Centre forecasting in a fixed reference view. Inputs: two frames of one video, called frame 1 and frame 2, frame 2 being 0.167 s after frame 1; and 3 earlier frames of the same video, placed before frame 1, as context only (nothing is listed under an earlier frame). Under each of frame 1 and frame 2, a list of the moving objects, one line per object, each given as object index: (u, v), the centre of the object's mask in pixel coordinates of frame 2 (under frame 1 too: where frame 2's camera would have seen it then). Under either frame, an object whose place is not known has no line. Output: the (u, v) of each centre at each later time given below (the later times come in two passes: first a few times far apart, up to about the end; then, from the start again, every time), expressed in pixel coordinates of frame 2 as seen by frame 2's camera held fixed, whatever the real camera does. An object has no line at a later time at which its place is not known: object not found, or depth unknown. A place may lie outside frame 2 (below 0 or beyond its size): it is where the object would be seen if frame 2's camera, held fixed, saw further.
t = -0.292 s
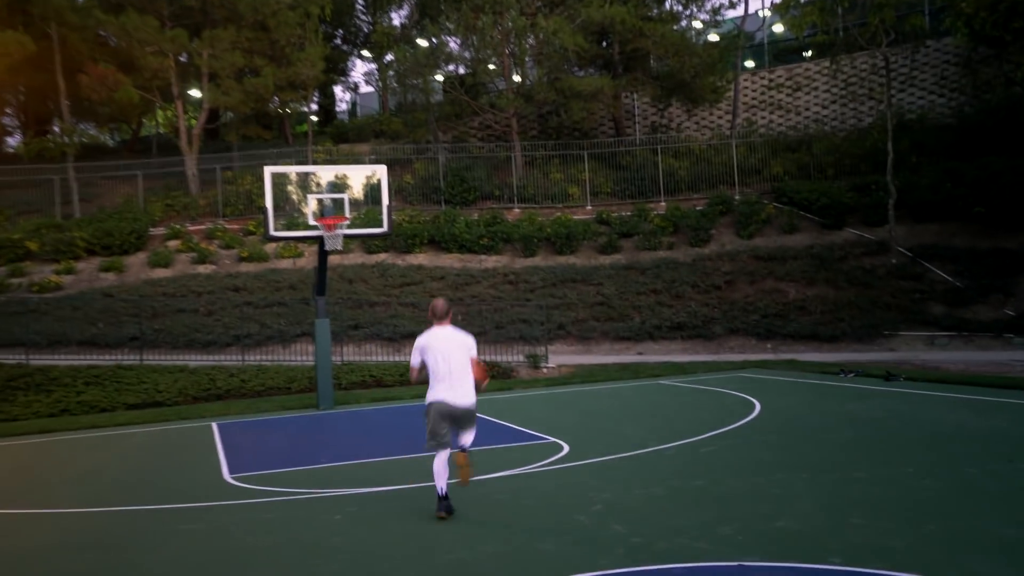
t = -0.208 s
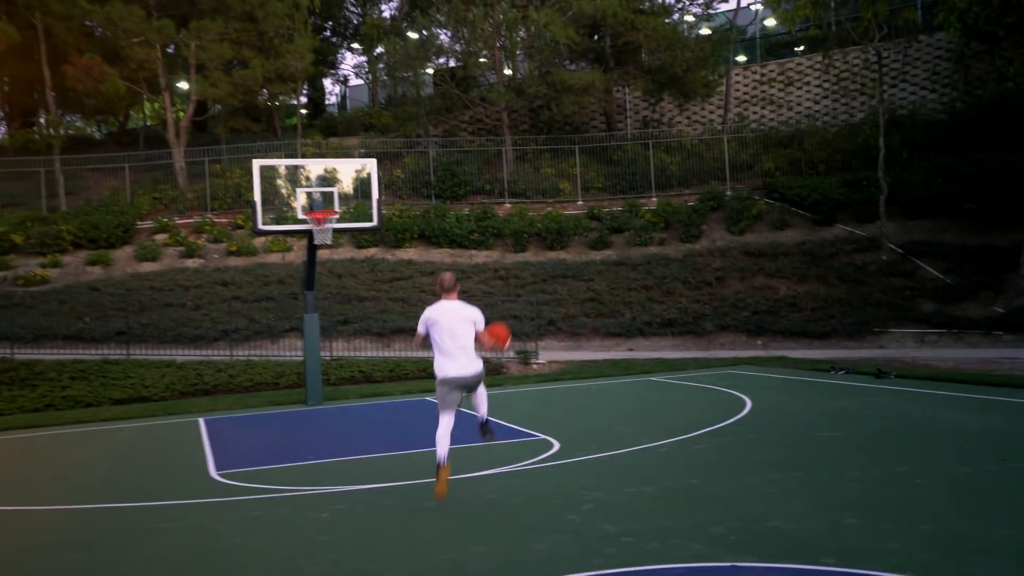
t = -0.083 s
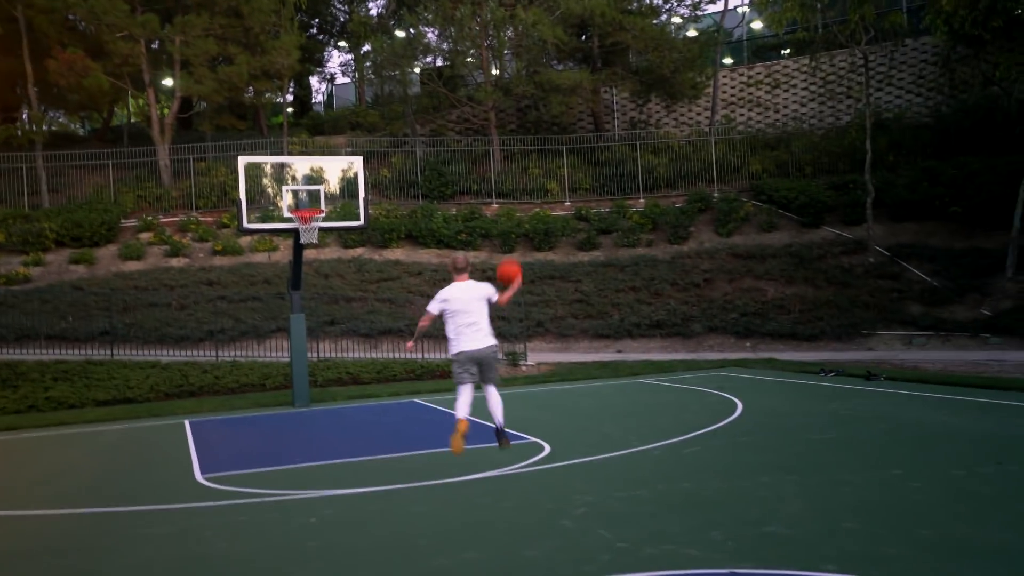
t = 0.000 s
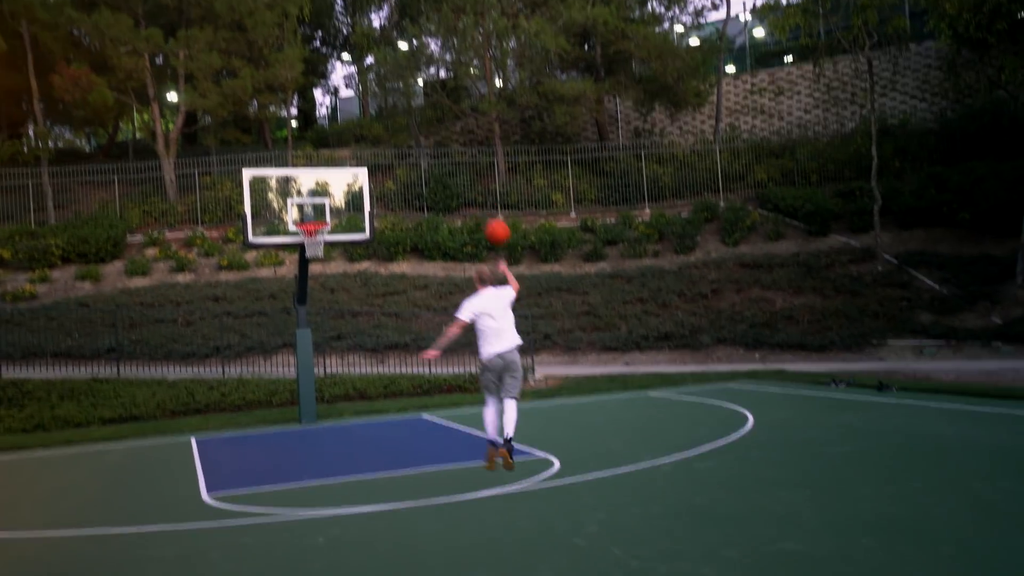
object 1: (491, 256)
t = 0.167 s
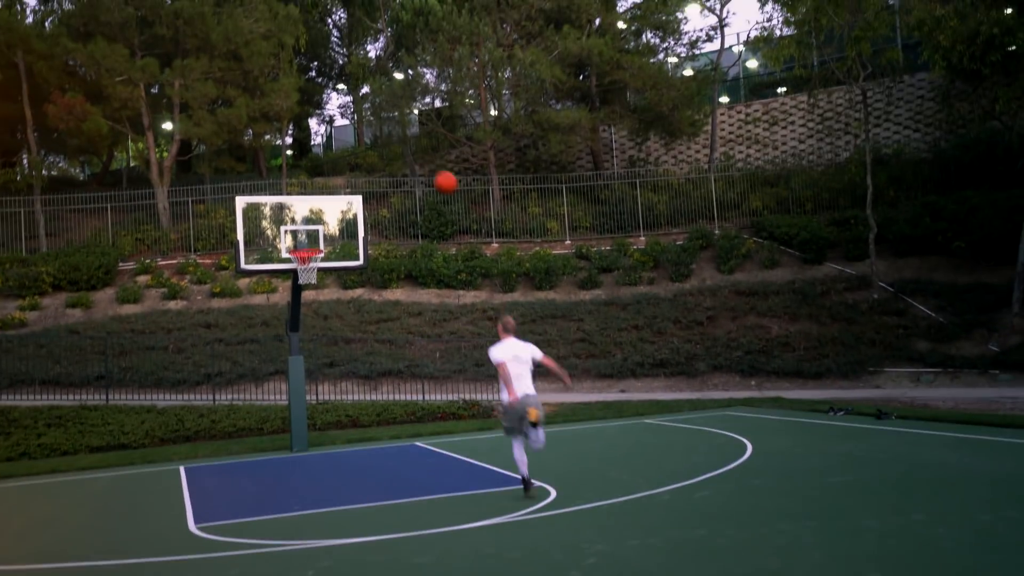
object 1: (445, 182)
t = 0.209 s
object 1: (435, 169)
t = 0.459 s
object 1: (385, 128)
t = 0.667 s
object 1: (350, 133)
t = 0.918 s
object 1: (317, 180)
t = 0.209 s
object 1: (435, 169)
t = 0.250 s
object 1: (425, 157)
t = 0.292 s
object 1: (416, 149)
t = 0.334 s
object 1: (408, 141)
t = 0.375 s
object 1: (401, 136)
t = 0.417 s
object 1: (392, 131)
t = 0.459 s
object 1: (385, 128)
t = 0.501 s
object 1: (378, 126)
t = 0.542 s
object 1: (371, 127)
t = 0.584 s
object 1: (363, 127)
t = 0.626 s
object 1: (357, 130)
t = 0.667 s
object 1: (350, 133)
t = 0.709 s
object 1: (344, 137)
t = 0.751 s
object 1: (337, 144)
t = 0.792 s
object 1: (331, 152)
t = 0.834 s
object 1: (326, 160)
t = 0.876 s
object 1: (321, 168)
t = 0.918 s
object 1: (317, 180)
